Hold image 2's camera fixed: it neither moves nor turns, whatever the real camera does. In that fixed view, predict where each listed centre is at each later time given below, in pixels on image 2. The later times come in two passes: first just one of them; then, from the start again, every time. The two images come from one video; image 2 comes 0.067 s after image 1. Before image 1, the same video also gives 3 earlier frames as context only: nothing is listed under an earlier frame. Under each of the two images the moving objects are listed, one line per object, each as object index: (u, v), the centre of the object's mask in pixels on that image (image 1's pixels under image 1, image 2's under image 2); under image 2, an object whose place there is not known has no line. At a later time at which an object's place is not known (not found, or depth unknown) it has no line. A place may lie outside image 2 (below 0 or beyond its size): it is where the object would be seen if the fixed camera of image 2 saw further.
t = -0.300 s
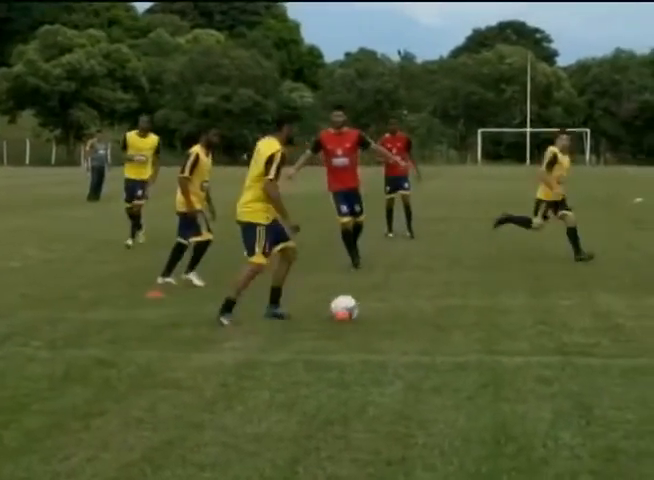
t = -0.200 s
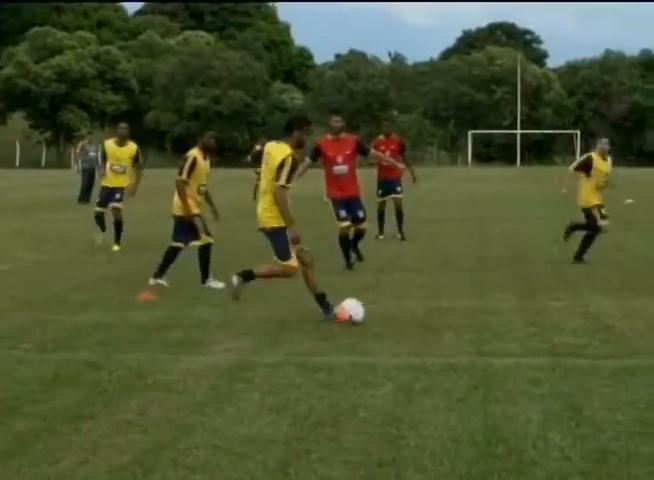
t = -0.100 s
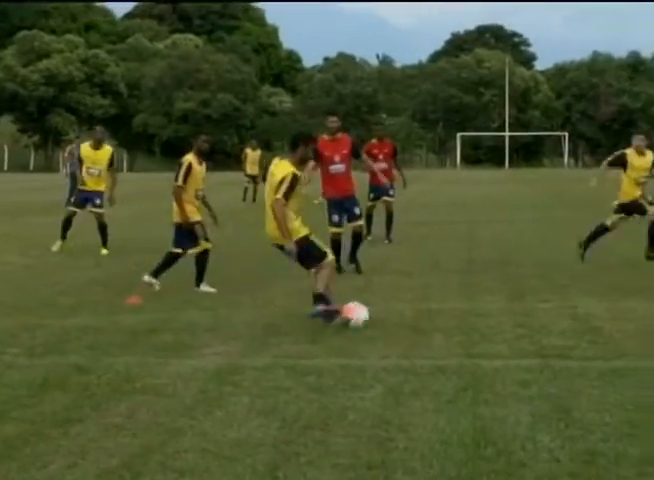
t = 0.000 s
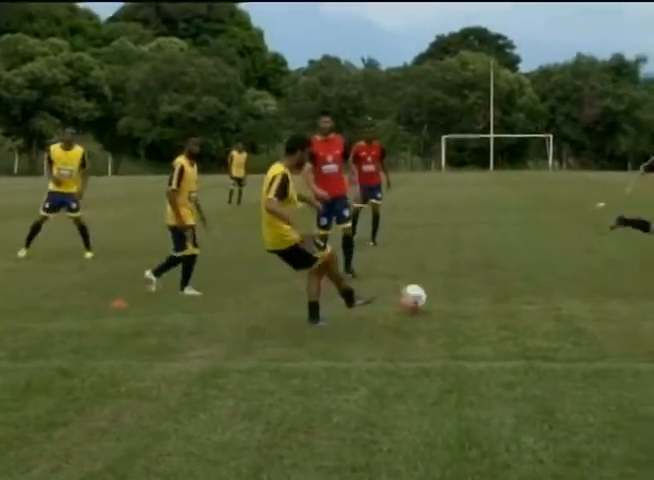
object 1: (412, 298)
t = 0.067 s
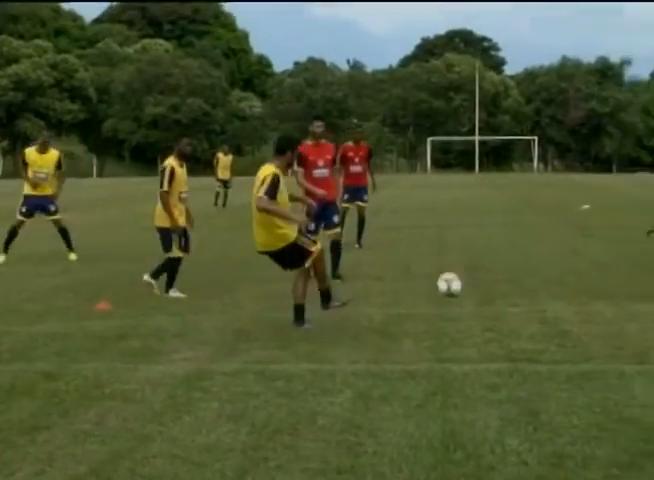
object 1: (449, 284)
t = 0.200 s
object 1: (531, 275)
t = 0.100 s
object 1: (472, 278)
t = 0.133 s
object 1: (493, 275)
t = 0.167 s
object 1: (512, 275)
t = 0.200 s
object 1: (531, 275)
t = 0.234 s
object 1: (547, 275)
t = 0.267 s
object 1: (561, 270)
